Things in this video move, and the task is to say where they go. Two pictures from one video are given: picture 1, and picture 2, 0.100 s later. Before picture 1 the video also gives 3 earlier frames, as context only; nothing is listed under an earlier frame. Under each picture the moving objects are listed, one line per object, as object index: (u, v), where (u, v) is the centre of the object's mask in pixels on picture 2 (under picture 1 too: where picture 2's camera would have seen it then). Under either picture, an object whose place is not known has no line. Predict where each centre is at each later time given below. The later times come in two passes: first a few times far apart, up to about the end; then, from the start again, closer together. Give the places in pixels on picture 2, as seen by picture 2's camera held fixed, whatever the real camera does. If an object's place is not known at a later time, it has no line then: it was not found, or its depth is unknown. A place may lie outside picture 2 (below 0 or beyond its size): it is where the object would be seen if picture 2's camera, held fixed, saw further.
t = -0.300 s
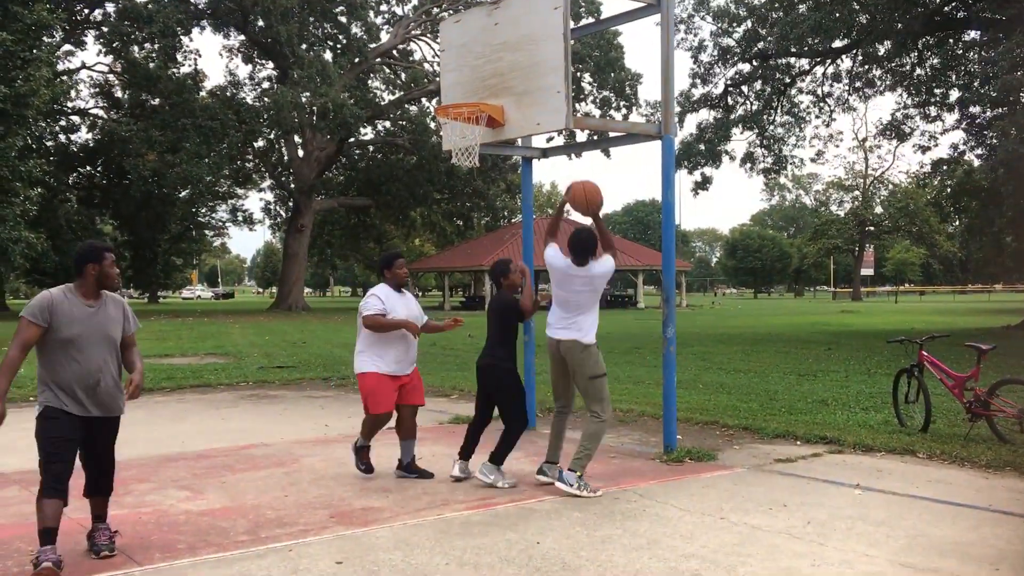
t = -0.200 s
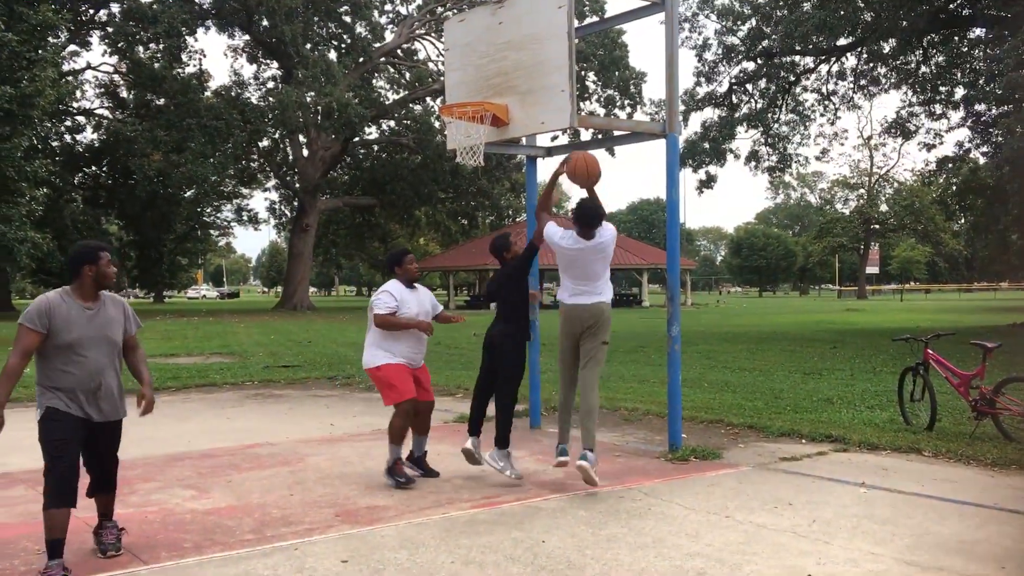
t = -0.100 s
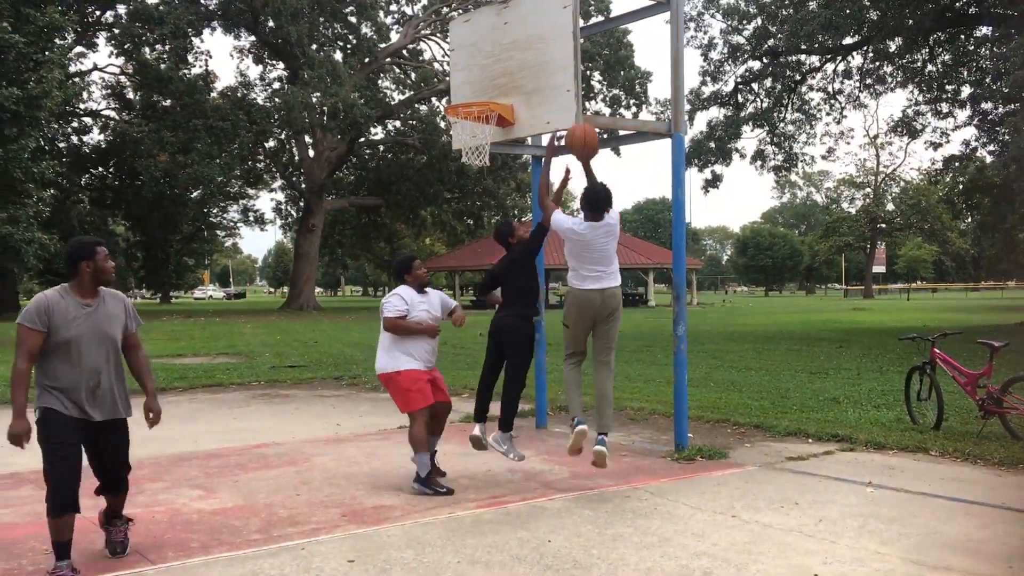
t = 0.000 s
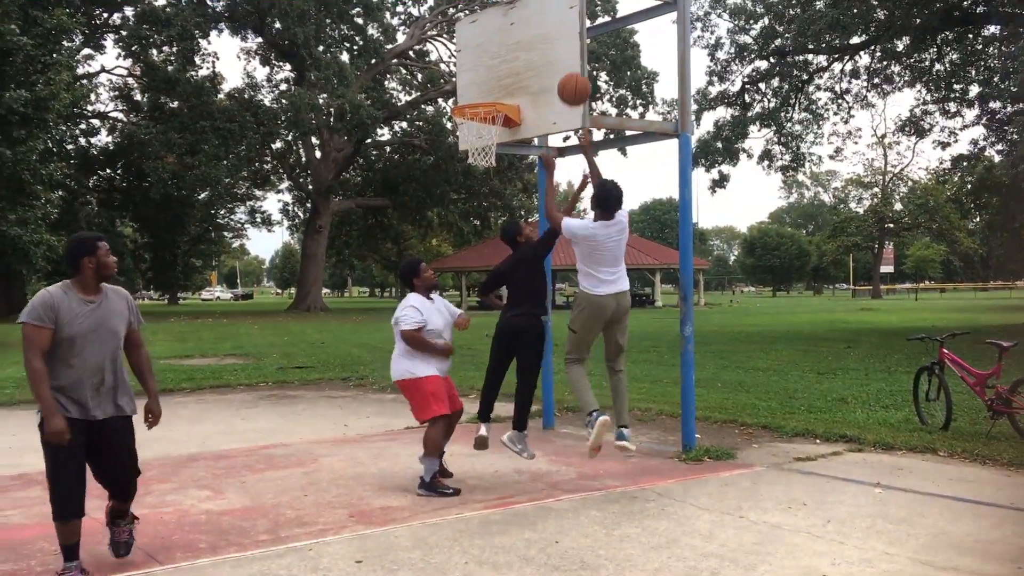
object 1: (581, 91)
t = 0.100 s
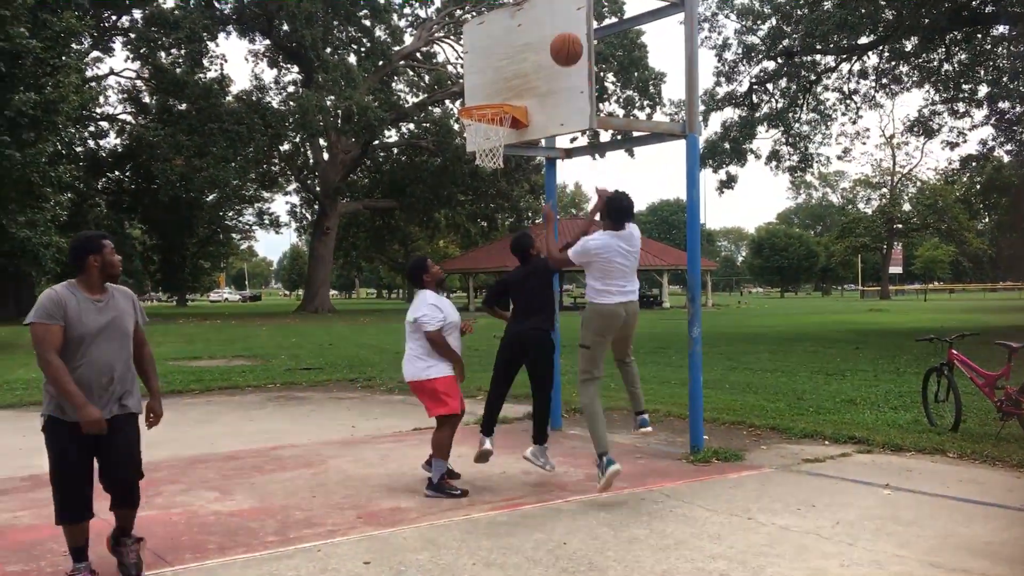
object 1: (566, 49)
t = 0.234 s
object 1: (548, 18)
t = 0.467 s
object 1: (518, 23)
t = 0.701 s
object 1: (494, 89)
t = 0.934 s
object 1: (468, 83)
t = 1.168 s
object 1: (442, 114)
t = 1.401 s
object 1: (415, 188)
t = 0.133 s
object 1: (561, 39)
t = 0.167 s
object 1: (557, 31)
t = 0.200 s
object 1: (552, 24)
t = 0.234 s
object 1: (548, 18)
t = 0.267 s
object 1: (543, 15)
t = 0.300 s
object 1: (539, 13)
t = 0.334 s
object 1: (535, 12)
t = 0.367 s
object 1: (530, 13)
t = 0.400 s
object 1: (526, 15)
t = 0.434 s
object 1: (522, 18)
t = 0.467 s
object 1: (518, 23)
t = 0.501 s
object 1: (515, 29)
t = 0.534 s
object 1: (511, 36)
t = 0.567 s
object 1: (508, 45)
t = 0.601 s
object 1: (504, 55)
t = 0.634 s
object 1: (500, 65)
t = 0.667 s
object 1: (497, 77)
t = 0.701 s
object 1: (494, 89)
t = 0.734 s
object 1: (490, 86)
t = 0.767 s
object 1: (486, 82)
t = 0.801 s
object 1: (483, 79)
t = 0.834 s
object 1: (479, 78)
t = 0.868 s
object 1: (476, 78)
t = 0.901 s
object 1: (472, 80)
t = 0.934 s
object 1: (468, 83)
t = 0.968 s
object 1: (465, 86)
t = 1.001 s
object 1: (462, 91)
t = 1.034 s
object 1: (457, 96)
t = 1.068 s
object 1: (453, 100)
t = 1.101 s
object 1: (450, 104)
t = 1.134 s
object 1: (445, 109)
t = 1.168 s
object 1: (442, 114)
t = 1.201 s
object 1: (438, 121)
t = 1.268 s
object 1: (430, 140)
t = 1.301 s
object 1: (427, 151)
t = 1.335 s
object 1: (423, 162)
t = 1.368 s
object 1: (419, 174)
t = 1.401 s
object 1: (415, 188)
